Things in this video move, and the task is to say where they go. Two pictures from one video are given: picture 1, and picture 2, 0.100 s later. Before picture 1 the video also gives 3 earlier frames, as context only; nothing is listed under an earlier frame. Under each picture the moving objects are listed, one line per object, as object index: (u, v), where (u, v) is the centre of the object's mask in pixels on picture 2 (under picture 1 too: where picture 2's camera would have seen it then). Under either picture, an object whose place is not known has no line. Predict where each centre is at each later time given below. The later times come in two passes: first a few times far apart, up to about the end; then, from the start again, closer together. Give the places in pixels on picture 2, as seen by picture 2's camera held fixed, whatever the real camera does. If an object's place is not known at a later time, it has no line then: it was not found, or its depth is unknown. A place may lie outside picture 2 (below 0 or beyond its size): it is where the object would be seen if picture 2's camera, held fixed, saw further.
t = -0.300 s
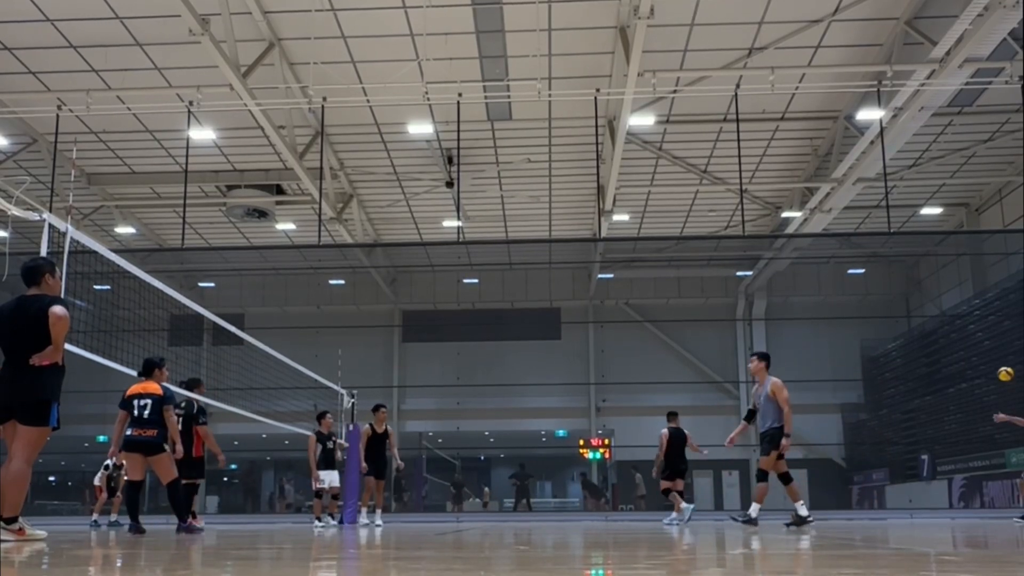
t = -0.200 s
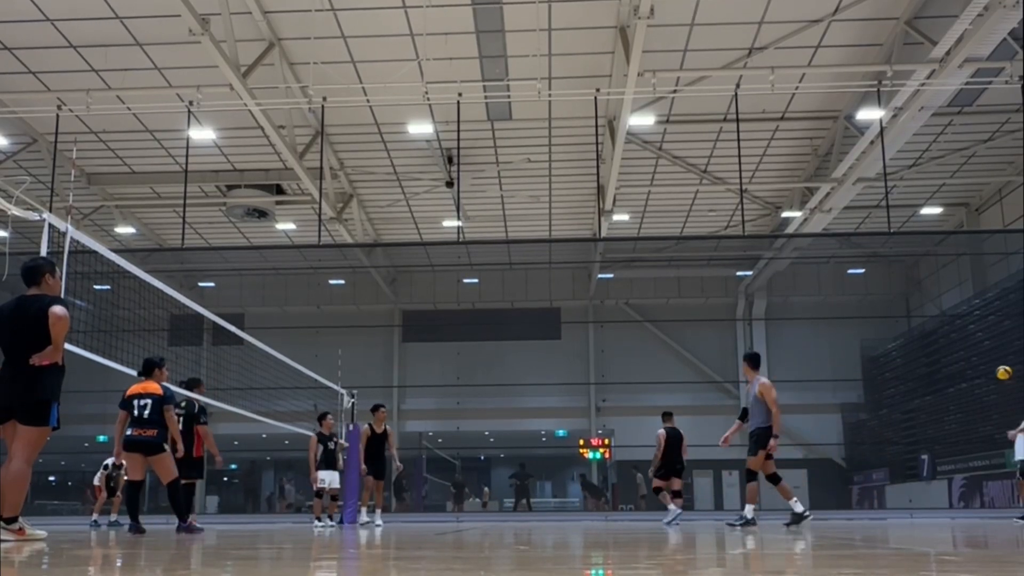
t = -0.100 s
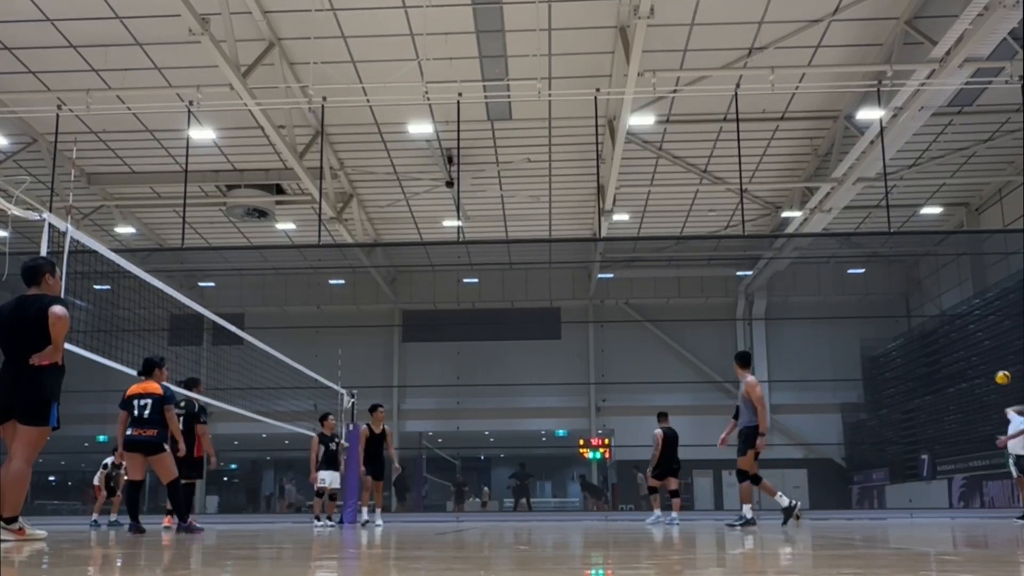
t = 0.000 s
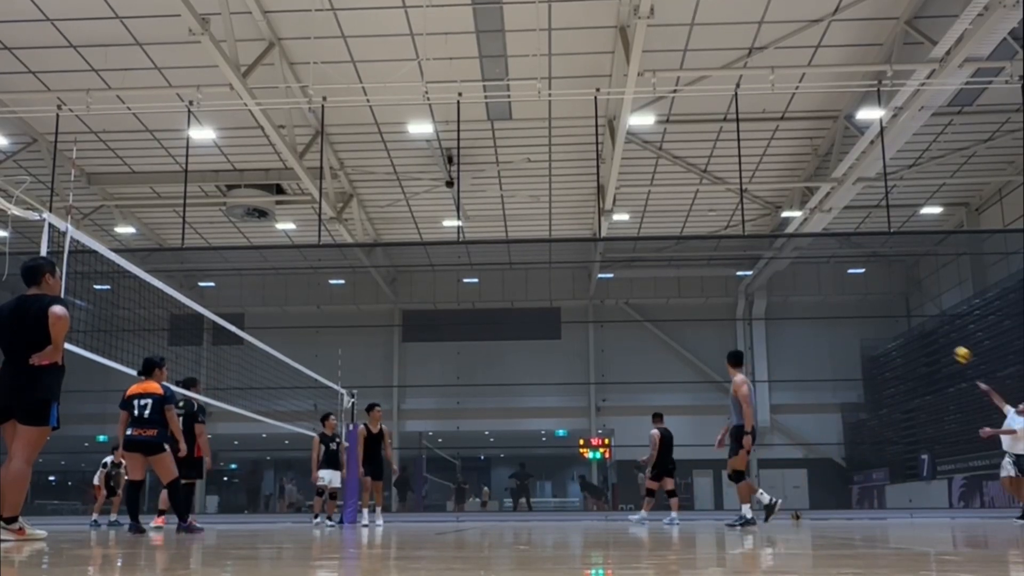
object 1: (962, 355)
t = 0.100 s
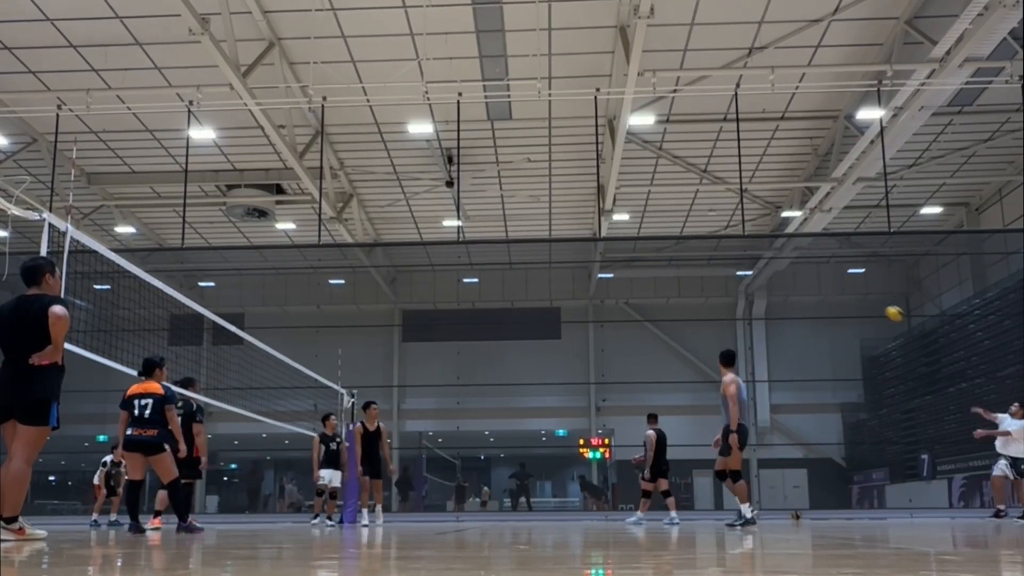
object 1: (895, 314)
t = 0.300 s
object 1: (762, 251)
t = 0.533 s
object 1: (609, 209)
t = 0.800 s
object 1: (438, 199)
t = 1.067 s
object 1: (260, 238)
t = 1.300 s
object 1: (96, 312)
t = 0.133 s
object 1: (871, 301)
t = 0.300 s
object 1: (762, 251)
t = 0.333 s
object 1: (740, 242)
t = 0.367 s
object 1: (717, 235)
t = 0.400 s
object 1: (696, 229)
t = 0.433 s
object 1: (674, 222)
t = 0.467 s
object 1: (653, 218)
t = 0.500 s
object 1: (633, 212)
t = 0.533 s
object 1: (609, 209)
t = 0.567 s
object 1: (589, 206)
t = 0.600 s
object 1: (568, 203)
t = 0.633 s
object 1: (545, 202)
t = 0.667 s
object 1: (523, 199)
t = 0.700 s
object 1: (501, 198)
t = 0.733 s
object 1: (481, 197)
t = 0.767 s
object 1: (459, 198)
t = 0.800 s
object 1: (438, 199)
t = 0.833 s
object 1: (415, 201)
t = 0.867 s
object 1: (393, 205)
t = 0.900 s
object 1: (370, 209)
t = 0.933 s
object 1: (349, 212)
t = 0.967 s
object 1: (328, 218)
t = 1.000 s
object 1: (305, 224)
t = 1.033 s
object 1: (282, 231)
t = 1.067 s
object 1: (260, 238)
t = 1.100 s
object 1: (237, 246)
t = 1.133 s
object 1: (213, 255)
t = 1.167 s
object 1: (191, 264)
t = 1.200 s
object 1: (168, 274)
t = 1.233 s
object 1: (143, 287)
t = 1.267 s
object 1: (120, 298)
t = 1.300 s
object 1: (96, 312)
